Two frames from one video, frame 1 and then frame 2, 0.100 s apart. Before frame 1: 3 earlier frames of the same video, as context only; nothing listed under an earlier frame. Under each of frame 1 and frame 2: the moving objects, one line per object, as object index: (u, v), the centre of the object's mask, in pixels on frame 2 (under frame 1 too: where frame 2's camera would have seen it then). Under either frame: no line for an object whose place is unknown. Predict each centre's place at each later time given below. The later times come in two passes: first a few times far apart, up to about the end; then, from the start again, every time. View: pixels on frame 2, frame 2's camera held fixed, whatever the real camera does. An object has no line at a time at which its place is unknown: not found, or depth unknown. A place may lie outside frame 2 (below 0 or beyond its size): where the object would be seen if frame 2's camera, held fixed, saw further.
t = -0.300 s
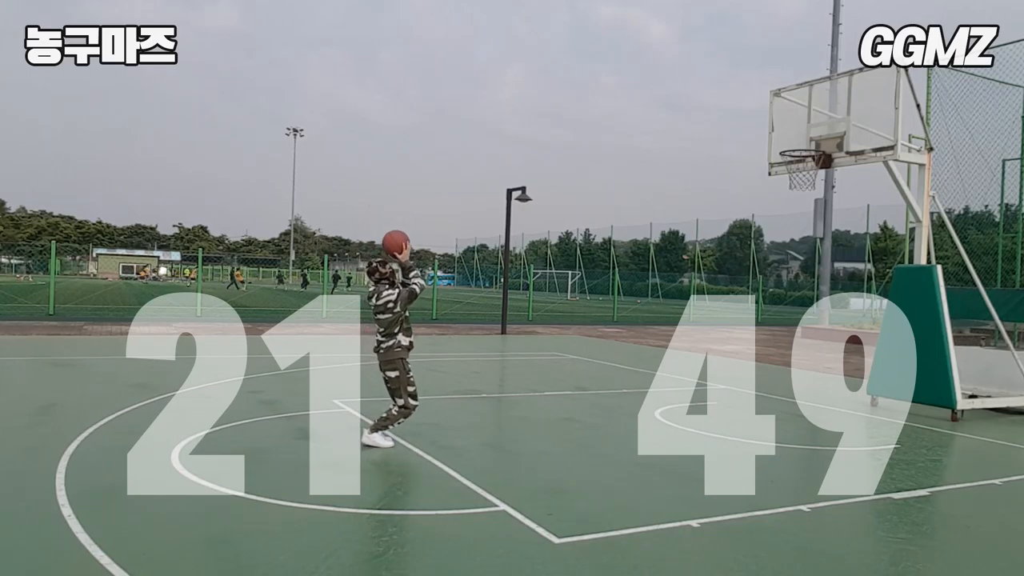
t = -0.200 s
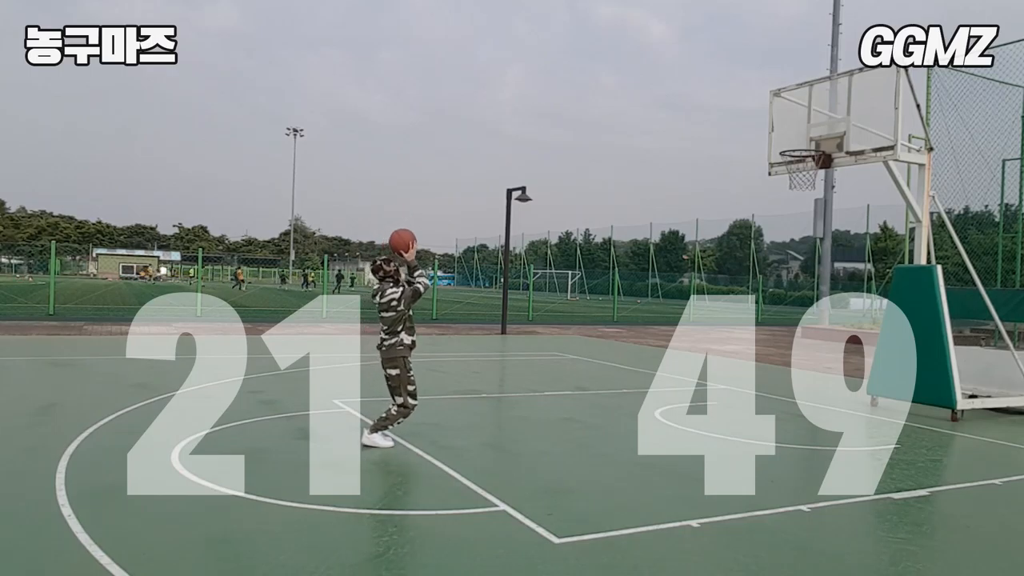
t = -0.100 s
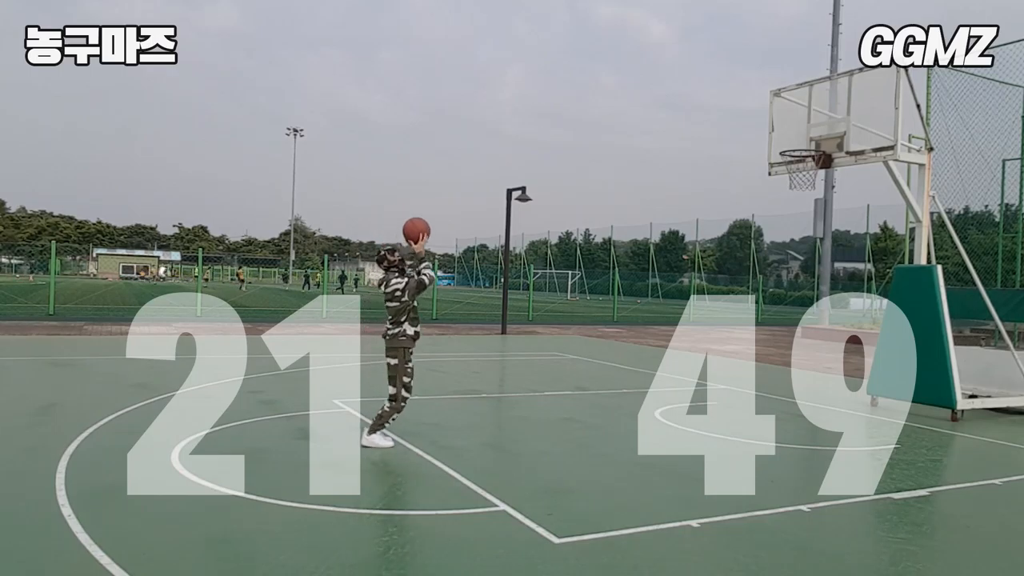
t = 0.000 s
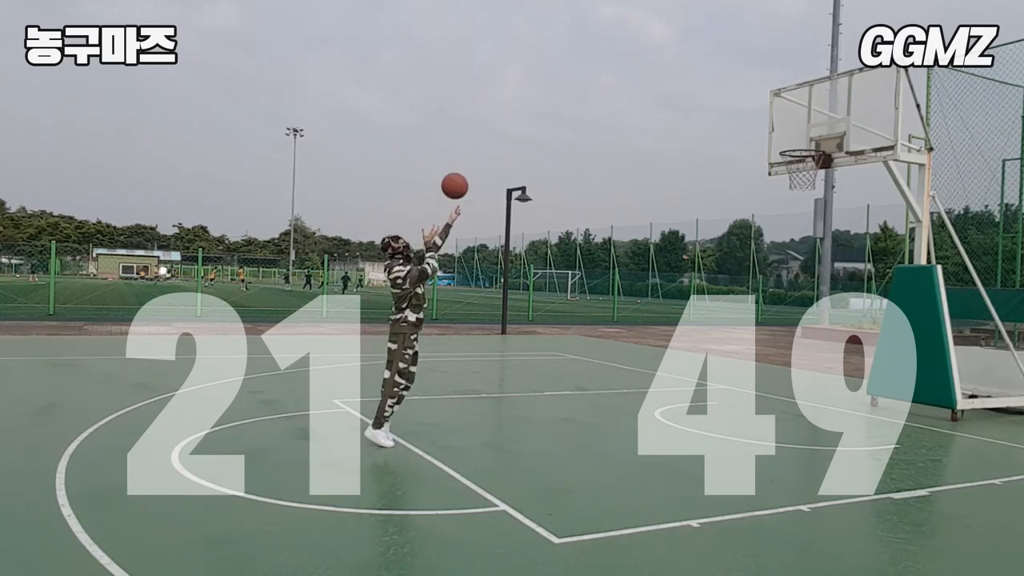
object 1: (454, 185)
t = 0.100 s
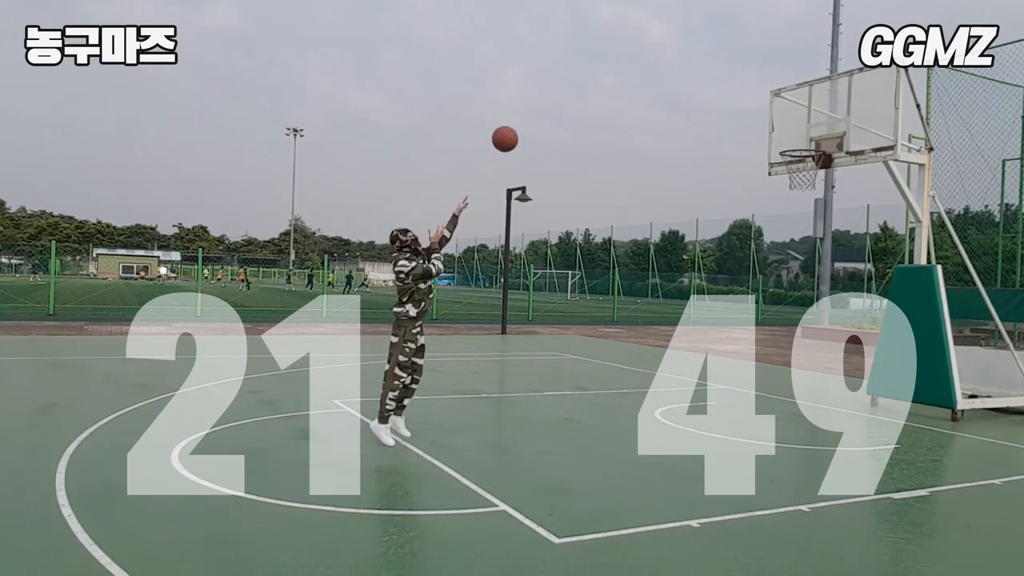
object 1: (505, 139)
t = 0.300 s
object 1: (595, 83)
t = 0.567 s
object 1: (698, 75)
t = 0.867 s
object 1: (794, 140)
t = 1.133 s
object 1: (823, 127)
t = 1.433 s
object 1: (815, 136)
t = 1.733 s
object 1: (792, 143)
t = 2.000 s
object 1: (795, 153)
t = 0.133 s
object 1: (521, 126)
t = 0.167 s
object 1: (536, 115)
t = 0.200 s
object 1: (552, 105)
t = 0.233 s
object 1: (566, 96)
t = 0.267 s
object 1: (581, 89)
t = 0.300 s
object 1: (595, 83)
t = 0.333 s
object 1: (609, 78)
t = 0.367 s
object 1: (622, 75)
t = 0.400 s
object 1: (636, 72)
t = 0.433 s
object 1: (649, 71)
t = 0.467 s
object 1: (661, 70)
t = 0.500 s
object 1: (674, 71)
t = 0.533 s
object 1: (686, 73)
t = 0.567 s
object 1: (698, 75)
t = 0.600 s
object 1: (710, 79)
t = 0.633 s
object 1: (721, 84)
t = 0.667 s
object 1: (732, 89)
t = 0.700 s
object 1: (743, 96)
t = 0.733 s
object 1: (754, 103)
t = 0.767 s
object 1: (765, 112)
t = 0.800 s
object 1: (775, 121)
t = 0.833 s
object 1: (785, 131)
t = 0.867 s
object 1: (794, 140)
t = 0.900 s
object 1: (798, 134)
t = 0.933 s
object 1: (802, 130)
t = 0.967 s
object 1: (805, 127)
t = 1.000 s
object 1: (809, 125)
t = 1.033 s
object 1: (813, 124)
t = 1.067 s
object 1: (816, 124)
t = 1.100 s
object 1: (819, 125)
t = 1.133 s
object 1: (823, 127)
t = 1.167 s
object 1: (826, 129)
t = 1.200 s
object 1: (828, 132)
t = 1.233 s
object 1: (826, 132)
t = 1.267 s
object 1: (825, 134)
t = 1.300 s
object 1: (823, 137)
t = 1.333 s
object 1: (821, 140)
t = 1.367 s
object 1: (819, 139)
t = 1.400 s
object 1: (817, 137)
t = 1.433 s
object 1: (815, 136)
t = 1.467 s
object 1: (813, 136)
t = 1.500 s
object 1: (810, 137)
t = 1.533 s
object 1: (808, 139)
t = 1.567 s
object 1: (806, 141)
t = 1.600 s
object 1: (803, 140)
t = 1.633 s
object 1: (799, 140)
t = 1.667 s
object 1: (797, 141)
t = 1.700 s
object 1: (794, 143)
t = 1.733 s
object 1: (792, 143)
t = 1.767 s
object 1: (791, 143)
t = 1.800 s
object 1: (790, 144)
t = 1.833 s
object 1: (790, 145)
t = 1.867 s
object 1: (790, 145)
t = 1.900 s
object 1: (791, 147)
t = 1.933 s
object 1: (792, 149)
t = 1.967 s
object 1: (793, 151)
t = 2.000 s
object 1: (795, 153)
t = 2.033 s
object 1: (798, 156)
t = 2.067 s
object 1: (800, 160)
